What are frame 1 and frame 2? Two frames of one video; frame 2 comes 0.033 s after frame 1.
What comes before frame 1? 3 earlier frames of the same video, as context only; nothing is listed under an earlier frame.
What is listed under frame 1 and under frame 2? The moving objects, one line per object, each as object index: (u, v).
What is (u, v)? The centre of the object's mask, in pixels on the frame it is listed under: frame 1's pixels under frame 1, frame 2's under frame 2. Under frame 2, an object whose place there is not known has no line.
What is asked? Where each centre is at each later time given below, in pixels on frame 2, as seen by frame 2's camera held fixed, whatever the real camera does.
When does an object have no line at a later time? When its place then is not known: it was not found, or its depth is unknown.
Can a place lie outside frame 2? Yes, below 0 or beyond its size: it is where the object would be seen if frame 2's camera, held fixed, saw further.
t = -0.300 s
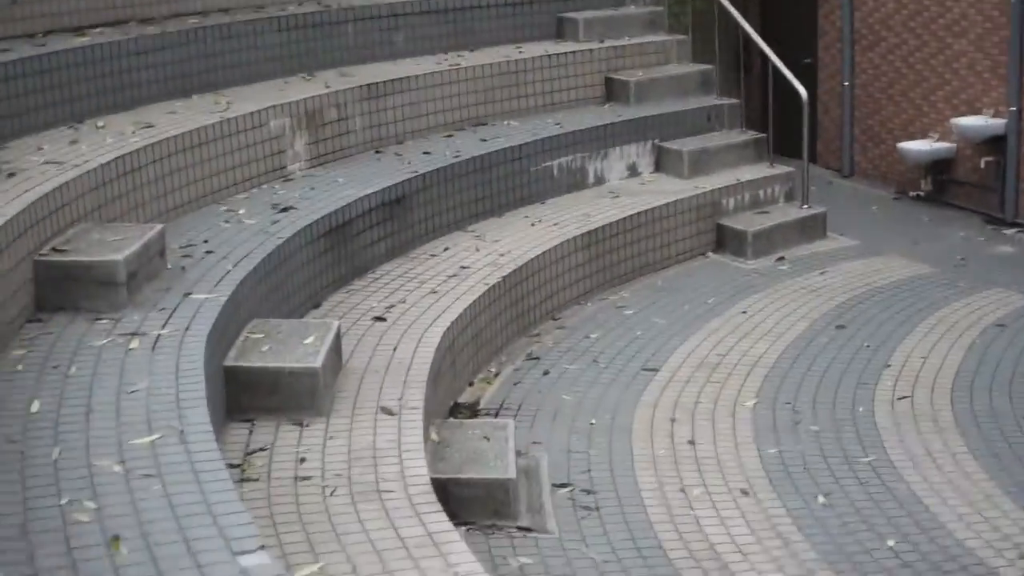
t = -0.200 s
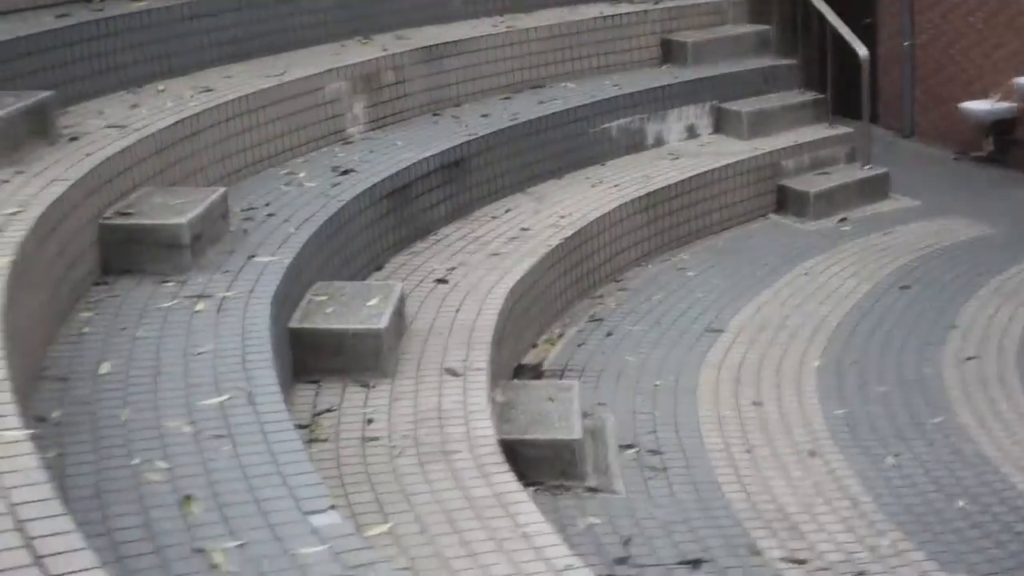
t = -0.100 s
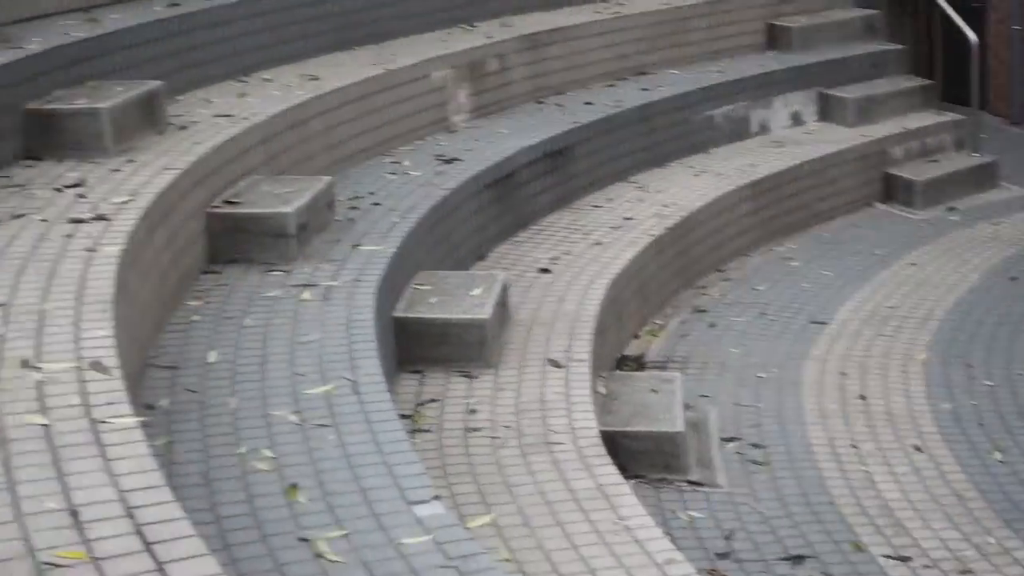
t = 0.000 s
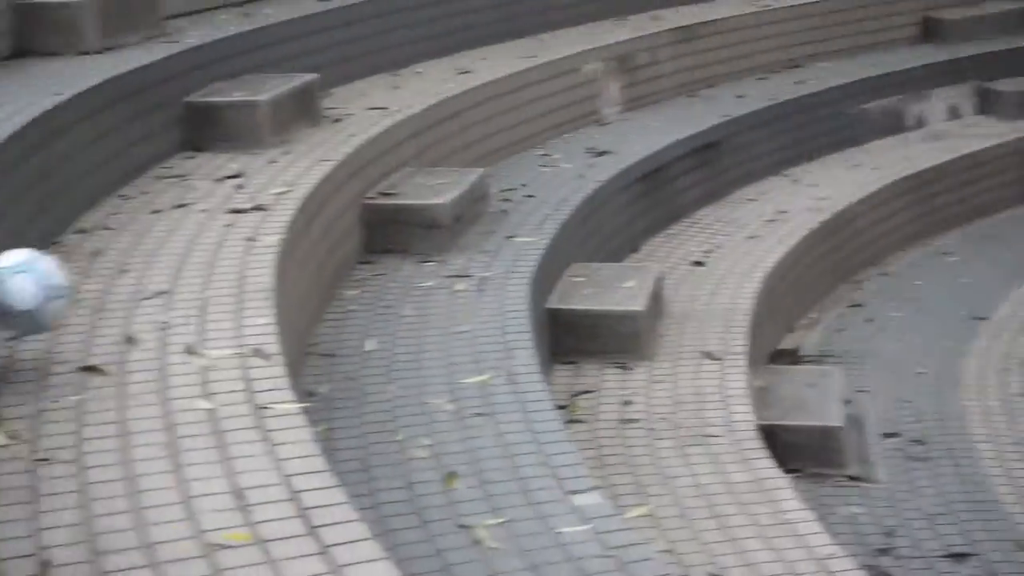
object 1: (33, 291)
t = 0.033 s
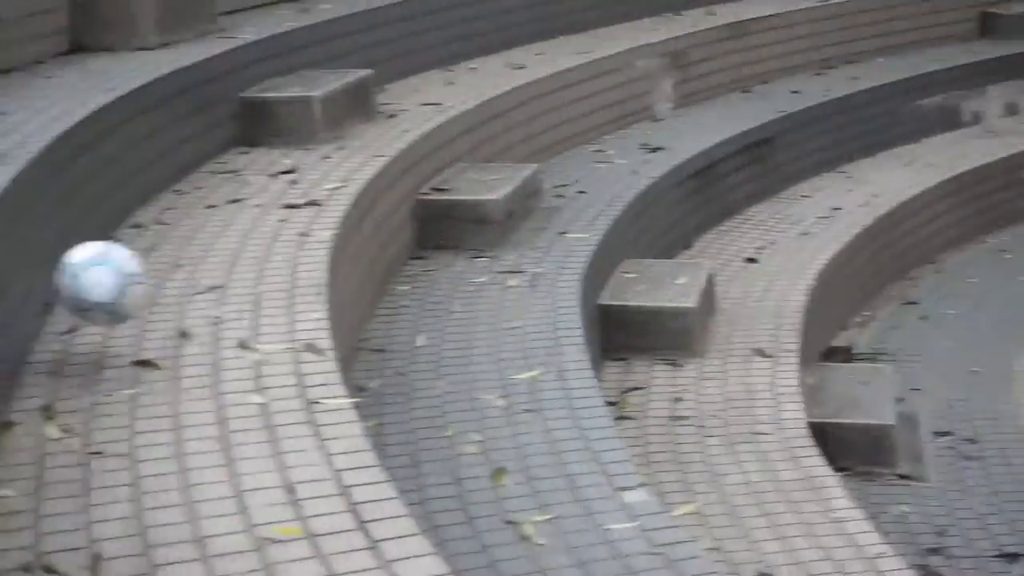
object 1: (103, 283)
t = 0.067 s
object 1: (122, 284)
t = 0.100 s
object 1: (146, 290)
